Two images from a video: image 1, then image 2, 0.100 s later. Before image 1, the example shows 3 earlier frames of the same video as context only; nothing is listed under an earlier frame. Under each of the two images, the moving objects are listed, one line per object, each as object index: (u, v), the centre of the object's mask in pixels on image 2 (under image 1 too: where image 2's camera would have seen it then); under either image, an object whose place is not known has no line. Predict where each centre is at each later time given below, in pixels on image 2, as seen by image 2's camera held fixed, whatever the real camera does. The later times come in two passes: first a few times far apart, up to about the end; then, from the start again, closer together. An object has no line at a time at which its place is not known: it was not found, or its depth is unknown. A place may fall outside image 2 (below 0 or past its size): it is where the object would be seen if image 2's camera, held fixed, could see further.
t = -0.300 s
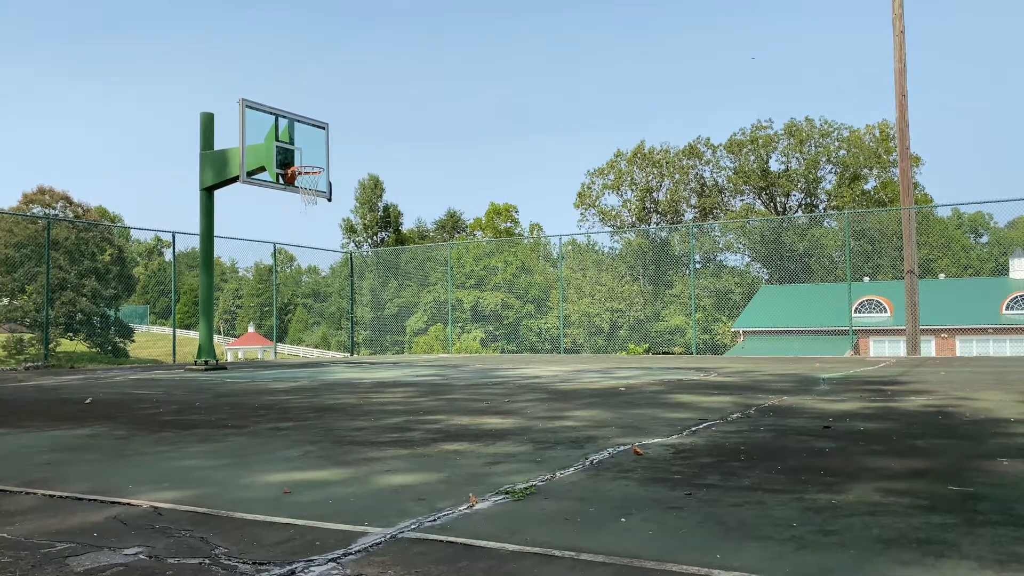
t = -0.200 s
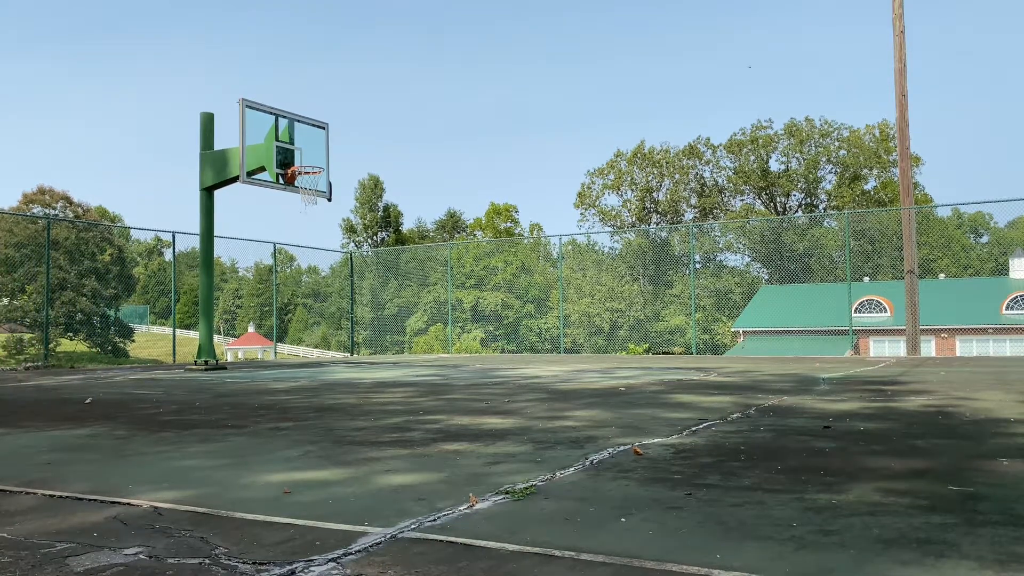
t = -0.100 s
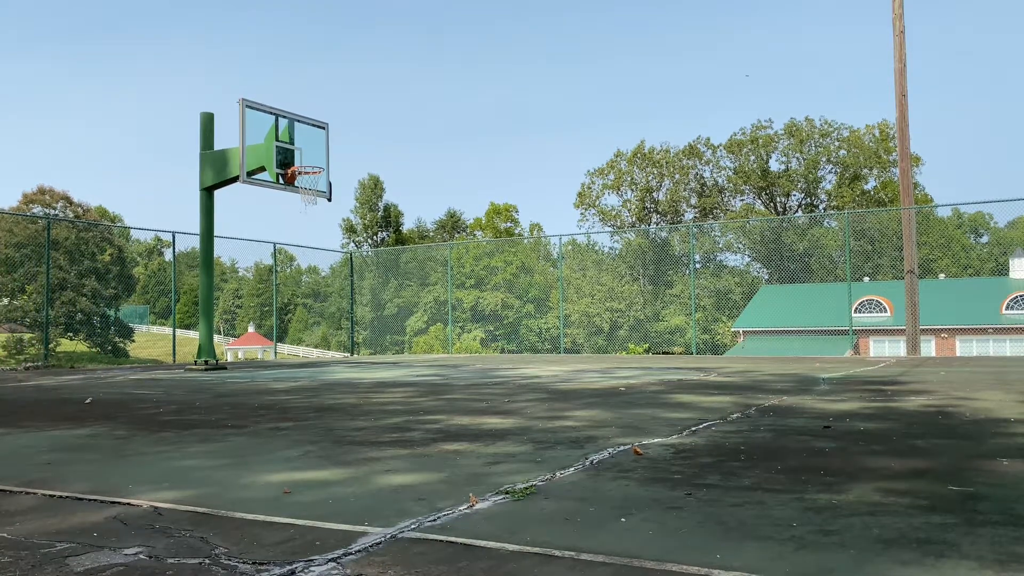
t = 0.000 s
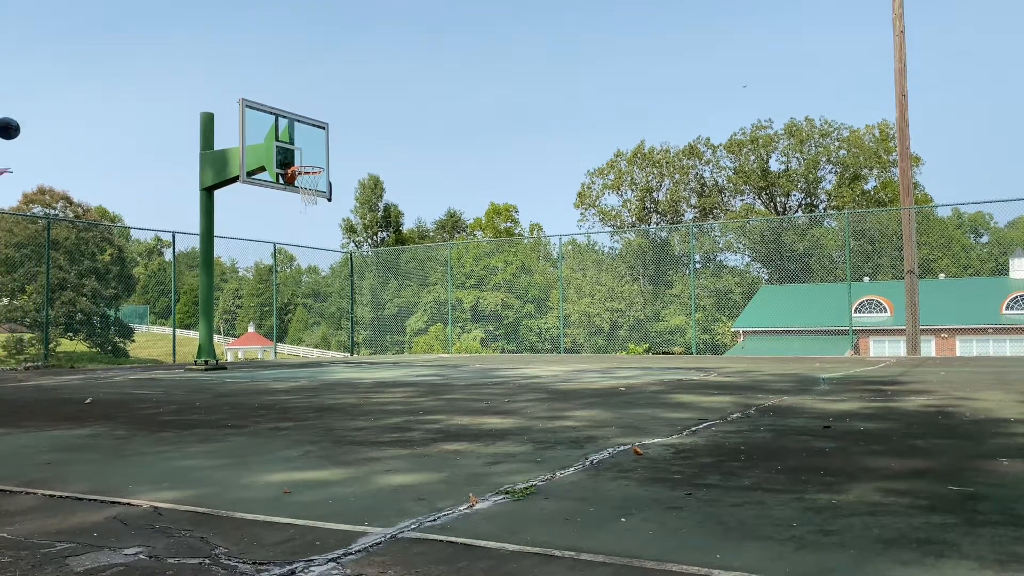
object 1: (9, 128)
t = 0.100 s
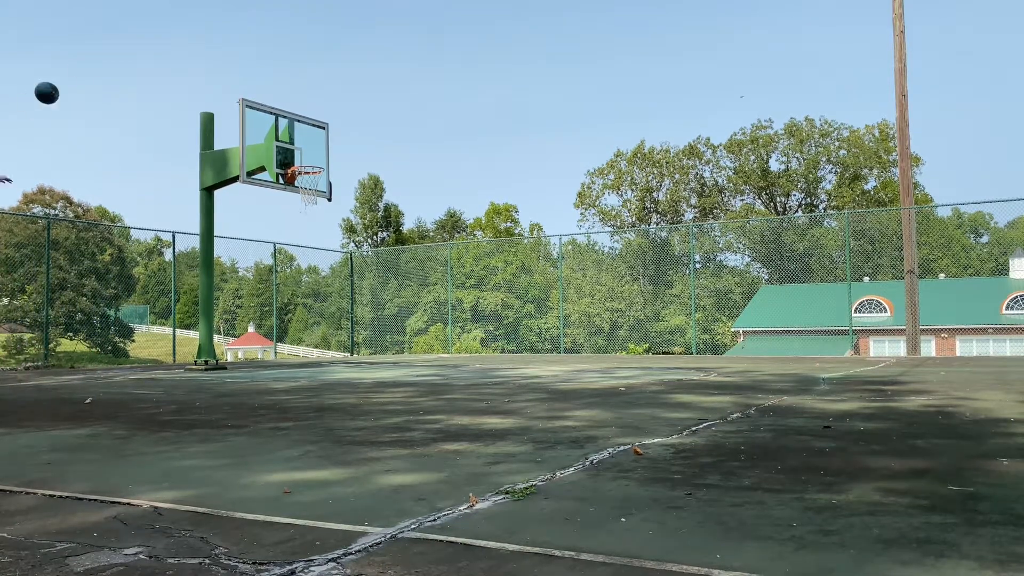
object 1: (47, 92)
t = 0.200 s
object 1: (83, 68)
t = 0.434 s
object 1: (156, 47)
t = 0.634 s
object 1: (209, 61)
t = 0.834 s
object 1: (255, 101)
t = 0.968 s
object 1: (283, 137)
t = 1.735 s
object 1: (386, 247)
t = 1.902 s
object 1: (404, 305)
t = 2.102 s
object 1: (424, 344)
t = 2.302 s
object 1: (443, 312)
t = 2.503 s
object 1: (461, 304)
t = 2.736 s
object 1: (481, 320)
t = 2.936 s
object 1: (498, 353)
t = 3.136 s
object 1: (508, 337)
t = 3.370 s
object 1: (520, 343)
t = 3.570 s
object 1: (530, 346)
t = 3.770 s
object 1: (538, 349)
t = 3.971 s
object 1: (547, 348)
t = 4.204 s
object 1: (557, 350)
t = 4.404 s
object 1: (565, 349)
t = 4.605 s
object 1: (572, 348)
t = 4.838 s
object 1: (579, 349)
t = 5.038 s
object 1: (580, 349)
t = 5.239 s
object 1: (580, 349)
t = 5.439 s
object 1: (580, 349)
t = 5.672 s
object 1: (580, 349)
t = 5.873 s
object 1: (581, 349)
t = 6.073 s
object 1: (581, 349)
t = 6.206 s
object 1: (581, 349)
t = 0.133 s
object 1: (59, 84)
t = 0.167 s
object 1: (71, 75)
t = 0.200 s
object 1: (83, 68)
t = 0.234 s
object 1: (94, 62)
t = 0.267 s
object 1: (105, 57)
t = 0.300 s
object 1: (116, 53)
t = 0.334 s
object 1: (127, 50)
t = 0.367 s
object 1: (137, 48)
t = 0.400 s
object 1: (147, 47)
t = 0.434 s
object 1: (156, 47)
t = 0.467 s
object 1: (166, 47)
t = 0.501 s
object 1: (175, 49)
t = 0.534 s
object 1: (184, 51)
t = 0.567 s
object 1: (192, 54)
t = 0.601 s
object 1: (201, 57)
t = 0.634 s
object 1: (209, 61)
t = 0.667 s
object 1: (217, 66)
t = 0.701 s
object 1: (225, 72)
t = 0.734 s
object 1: (233, 78)
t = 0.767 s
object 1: (241, 85)
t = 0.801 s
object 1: (248, 92)
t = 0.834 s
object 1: (255, 101)
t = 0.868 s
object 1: (263, 109)
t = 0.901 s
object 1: (269, 119)
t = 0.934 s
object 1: (277, 128)
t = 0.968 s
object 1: (283, 137)
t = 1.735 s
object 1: (386, 247)
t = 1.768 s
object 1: (390, 258)
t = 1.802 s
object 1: (394, 269)
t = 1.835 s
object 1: (397, 280)
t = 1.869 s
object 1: (402, 293)
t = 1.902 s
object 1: (404, 305)
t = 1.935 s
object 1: (407, 318)
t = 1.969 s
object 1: (411, 331)
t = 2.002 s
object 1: (414, 345)
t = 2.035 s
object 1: (417, 357)
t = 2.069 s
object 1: (421, 350)
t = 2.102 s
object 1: (424, 344)
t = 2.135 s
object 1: (427, 336)
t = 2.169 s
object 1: (431, 329)
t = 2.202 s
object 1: (434, 324)
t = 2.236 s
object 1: (437, 319)
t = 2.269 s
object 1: (441, 315)
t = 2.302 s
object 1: (443, 312)
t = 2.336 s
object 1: (446, 309)
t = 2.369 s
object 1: (450, 306)
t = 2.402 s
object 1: (453, 305)
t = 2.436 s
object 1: (456, 304)
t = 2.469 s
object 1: (458, 304)
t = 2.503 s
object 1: (461, 304)
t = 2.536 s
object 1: (463, 304)
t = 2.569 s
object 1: (467, 305)
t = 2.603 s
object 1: (470, 307)
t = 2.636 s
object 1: (473, 309)
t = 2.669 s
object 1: (475, 313)
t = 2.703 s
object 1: (479, 317)
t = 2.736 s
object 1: (481, 320)
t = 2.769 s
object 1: (484, 324)
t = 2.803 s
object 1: (487, 330)
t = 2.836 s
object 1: (490, 335)
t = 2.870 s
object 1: (493, 341)
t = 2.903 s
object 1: (496, 348)
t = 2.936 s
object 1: (498, 353)
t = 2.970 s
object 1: (500, 348)
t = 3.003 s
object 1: (501, 345)
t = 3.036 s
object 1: (503, 342)
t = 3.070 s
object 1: (505, 340)
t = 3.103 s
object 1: (507, 339)
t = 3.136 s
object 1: (508, 337)
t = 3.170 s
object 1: (510, 336)
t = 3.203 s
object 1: (512, 336)
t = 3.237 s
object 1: (513, 337)
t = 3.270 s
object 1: (515, 338)
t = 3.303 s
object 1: (517, 339)
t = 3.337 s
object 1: (519, 340)
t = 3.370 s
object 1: (520, 343)
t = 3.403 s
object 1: (522, 346)
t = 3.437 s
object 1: (524, 351)
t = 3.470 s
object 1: (525, 351)
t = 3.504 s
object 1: (527, 349)
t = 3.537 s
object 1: (528, 348)
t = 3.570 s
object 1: (530, 346)
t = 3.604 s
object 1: (531, 346)
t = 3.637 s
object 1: (533, 346)
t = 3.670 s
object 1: (534, 346)
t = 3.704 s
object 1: (535, 346)
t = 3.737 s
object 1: (537, 348)
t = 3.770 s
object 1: (538, 349)
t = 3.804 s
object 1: (541, 351)
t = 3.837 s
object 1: (542, 350)
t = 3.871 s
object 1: (544, 349)
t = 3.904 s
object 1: (545, 348)
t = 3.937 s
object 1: (546, 348)
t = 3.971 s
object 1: (547, 348)
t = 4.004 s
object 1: (549, 350)
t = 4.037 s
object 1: (549, 351)
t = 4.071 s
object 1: (551, 349)
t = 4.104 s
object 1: (552, 349)
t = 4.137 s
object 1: (554, 349)
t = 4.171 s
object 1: (555, 350)
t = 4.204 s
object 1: (557, 350)
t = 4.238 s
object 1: (558, 349)
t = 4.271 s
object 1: (559, 349)
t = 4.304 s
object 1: (561, 349)
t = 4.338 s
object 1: (562, 349)
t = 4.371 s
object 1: (563, 349)
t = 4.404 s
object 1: (565, 349)
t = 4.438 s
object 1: (566, 350)
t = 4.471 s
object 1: (566, 349)
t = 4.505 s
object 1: (567, 349)
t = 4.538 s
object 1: (569, 349)
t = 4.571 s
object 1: (570, 348)
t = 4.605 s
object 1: (572, 348)
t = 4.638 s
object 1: (573, 349)
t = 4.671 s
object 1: (574, 349)
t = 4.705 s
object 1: (575, 349)
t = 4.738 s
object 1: (576, 349)
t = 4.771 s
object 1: (577, 349)
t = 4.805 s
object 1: (579, 349)
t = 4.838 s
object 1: (579, 349)
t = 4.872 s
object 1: (580, 349)
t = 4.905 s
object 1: (580, 349)
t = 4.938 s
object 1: (580, 349)
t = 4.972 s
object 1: (580, 349)
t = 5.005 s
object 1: (580, 350)
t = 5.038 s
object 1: (580, 349)
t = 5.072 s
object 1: (580, 349)
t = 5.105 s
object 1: (580, 349)
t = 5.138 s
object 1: (580, 349)
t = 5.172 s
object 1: (580, 349)
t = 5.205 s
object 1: (580, 349)
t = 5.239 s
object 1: (580, 349)
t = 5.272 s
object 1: (580, 349)
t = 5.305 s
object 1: (580, 349)
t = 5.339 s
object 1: (580, 349)
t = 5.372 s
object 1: (580, 349)
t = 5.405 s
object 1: (580, 349)
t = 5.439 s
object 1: (580, 349)
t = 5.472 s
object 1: (580, 349)
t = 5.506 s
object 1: (580, 349)
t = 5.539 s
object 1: (580, 349)
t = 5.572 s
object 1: (580, 349)
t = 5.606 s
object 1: (580, 349)
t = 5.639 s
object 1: (580, 349)
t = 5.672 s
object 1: (580, 349)
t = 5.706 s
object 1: (580, 349)
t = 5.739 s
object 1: (580, 349)
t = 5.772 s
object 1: (580, 349)
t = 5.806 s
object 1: (580, 349)
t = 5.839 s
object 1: (581, 349)
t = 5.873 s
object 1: (581, 349)
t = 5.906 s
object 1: (581, 349)
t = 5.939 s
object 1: (581, 349)
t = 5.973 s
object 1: (581, 349)
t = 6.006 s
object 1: (581, 349)
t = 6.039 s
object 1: (581, 349)
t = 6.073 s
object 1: (581, 349)
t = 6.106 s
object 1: (581, 349)
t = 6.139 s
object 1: (581, 349)
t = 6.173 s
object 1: (580, 349)
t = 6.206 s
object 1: (581, 349)
